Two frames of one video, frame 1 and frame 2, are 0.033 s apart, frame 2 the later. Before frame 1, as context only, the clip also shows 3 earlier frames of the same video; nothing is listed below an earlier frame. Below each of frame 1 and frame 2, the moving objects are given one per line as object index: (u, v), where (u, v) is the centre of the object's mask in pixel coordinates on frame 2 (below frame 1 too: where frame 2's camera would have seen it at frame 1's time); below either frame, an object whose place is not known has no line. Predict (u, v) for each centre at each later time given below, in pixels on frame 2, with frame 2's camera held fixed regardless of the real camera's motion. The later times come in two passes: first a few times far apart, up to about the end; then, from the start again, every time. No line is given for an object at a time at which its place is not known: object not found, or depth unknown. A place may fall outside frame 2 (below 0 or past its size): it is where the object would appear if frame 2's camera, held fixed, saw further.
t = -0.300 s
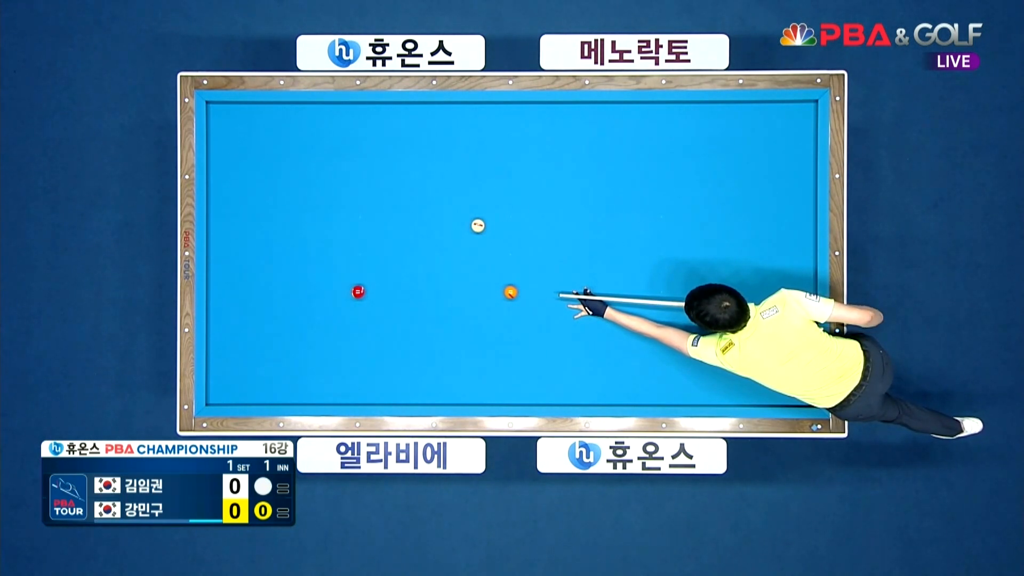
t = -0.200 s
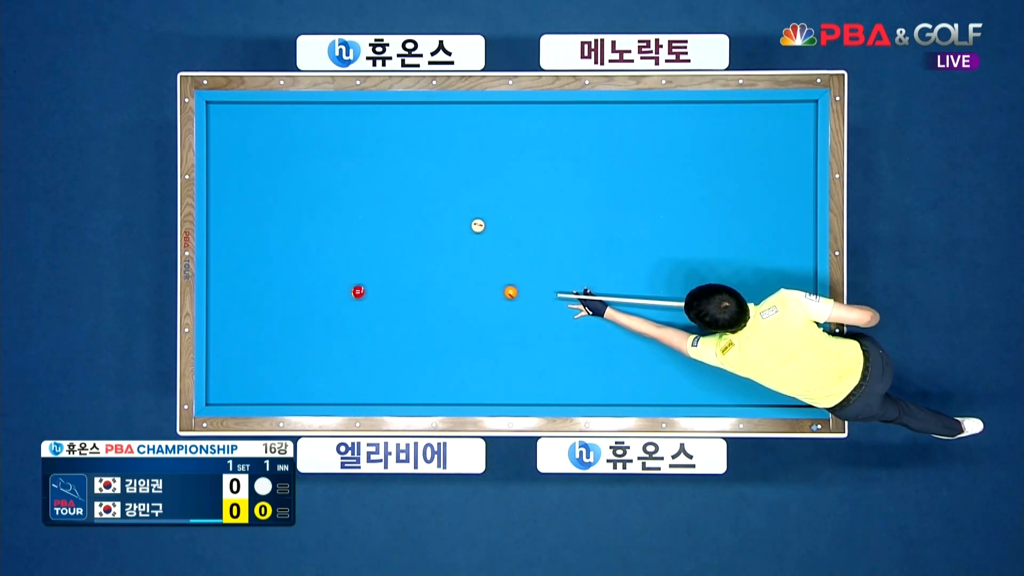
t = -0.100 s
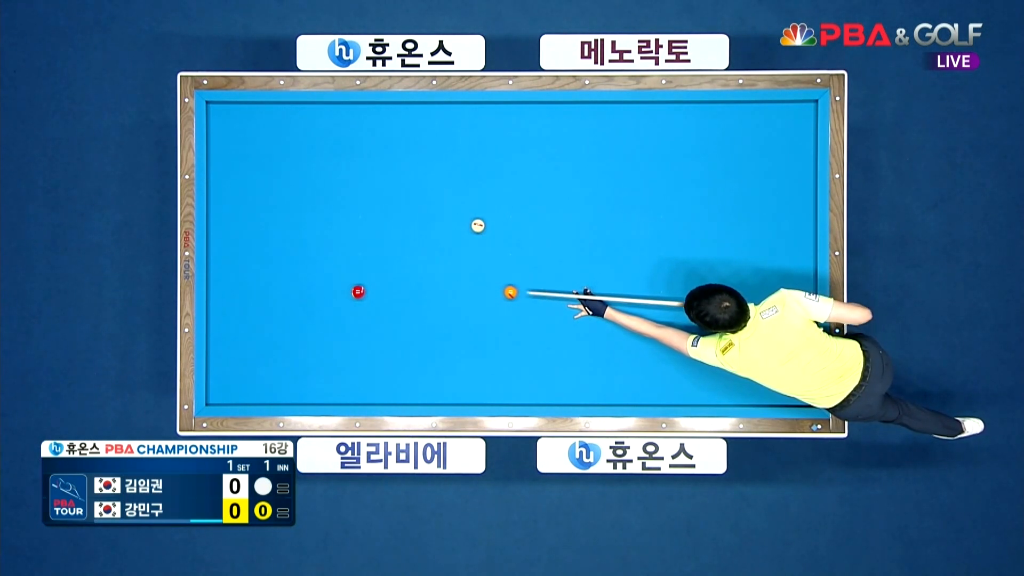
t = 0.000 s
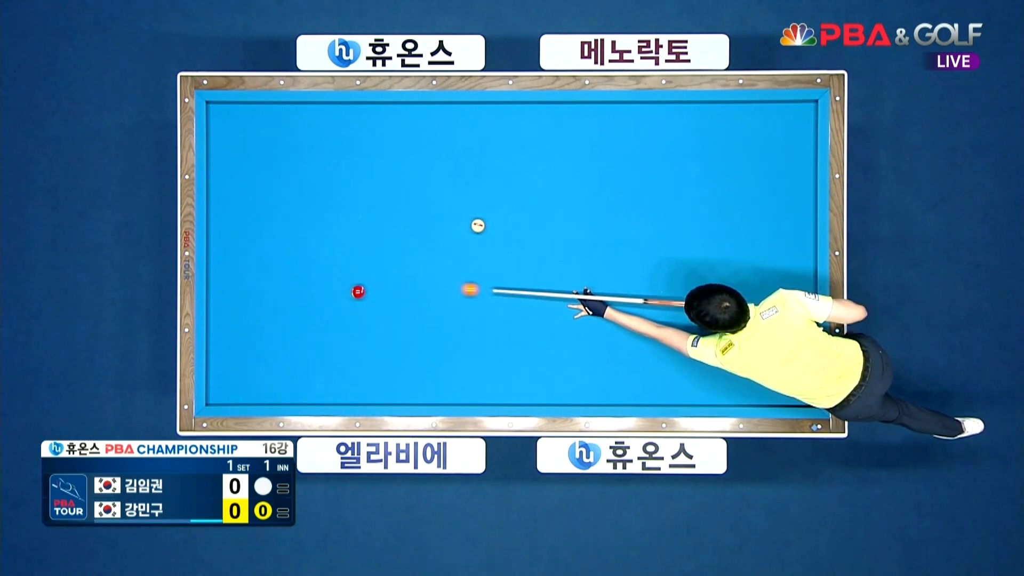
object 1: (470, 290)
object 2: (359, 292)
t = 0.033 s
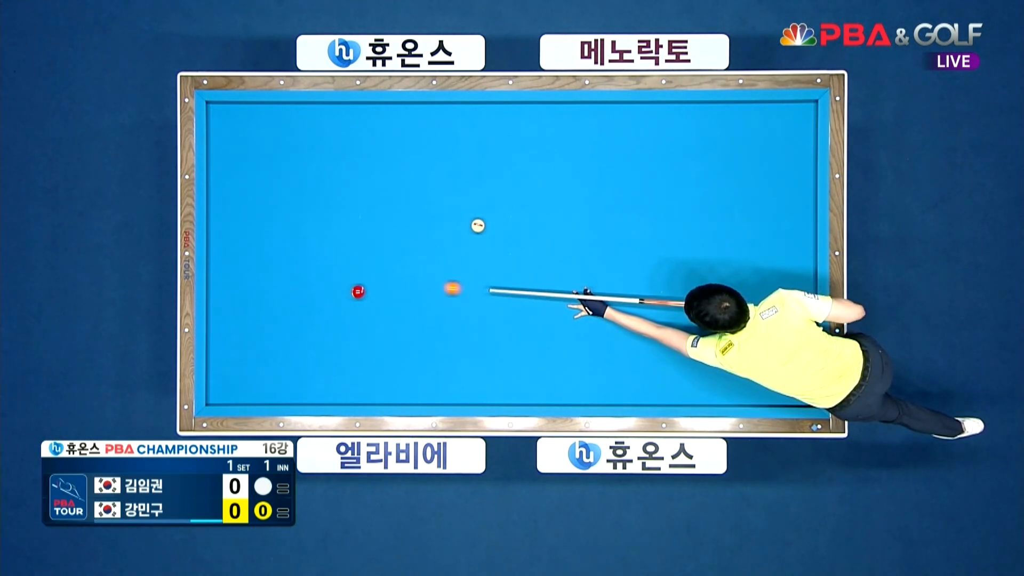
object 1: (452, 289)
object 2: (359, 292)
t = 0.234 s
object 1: (356, 273)
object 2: (350, 300)
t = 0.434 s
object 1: (293, 226)
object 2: (310, 339)
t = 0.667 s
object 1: (213, 179)
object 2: (273, 375)
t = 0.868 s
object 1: (265, 147)
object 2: (243, 395)
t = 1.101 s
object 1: (314, 110)
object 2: (217, 374)
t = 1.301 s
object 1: (350, 129)
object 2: (224, 356)
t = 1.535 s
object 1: (391, 150)
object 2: (239, 336)
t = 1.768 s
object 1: (432, 171)
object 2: (253, 316)
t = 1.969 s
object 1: (467, 188)
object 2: (265, 299)
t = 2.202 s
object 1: (506, 208)
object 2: (279, 280)
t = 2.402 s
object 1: (540, 225)
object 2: (291, 264)
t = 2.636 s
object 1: (579, 245)
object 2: (303, 245)
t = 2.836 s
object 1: (612, 261)
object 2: (314, 230)
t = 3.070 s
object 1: (650, 280)
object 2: (326, 212)
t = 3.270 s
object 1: (682, 297)
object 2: (336, 198)
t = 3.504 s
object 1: (720, 315)
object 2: (347, 181)
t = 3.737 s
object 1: (756, 334)
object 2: (358, 165)
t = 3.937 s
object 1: (788, 350)
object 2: (367, 151)
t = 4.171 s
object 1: (801, 370)
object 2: (378, 136)
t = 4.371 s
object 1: (784, 388)
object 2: (386, 123)
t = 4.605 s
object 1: (764, 395)
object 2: (396, 108)
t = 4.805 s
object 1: (747, 384)
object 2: (403, 115)
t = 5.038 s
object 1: (729, 372)
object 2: (411, 124)
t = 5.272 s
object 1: (710, 361)
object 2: (418, 132)
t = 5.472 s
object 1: (695, 351)
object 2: (425, 137)
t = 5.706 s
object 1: (678, 340)
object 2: (431, 144)
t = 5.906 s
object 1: (664, 331)
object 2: (437, 150)
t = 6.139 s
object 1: (647, 321)
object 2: (443, 156)
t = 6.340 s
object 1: (634, 312)
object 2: (448, 161)
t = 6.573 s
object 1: (619, 302)
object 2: (453, 166)
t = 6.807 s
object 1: (603, 293)
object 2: (458, 171)
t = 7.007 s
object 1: (591, 285)
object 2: (462, 175)
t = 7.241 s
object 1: (577, 276)
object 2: (466, 179)
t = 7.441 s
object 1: (565, 269)
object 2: (470, 183)
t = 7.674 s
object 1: (552, 261)
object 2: (473, 186)
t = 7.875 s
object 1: (541, 254)
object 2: (476, 189)
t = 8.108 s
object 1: (529, 246)
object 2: (479, 191)
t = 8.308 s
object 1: (518, 240)
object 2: (481, 193)
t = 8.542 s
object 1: (507, 233)
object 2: (484, 195)
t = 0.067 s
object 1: (435, 287)
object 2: (359, 292)
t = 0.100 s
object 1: (417, 286)
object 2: (359, 292)
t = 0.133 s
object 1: (400, 285)
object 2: (359, 292)
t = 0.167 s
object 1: (383, 284)
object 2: (359, 292)
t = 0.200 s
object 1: (367, 282)
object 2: (357, 293)
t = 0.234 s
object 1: (356, 273)
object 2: (350, 300)
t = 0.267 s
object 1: (346, 265)
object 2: (343, 307)
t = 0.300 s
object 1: (336, 257)
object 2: (336, 314)
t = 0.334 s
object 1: (326, 249)
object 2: (329, 320)
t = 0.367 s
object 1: (315, 241)
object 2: (322, 327)
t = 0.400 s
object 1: (305, 234)
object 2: (316, 333)
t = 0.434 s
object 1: (293, 226)
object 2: (310, 339)
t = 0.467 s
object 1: (282, 220)
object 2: (305, 344)
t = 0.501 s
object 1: (271, 213)
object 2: (299, 349)
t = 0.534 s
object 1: (259, 206)
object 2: (294, 355)
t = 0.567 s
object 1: (247, 199)
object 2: (289, 360)
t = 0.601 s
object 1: (236, 193)
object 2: (284, 365)
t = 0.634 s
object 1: (225, 186)
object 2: (278, 370)
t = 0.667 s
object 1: (213, 179)
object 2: (273, 375)
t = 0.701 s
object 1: (220, 174)
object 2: (268, 380)
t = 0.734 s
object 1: (230, 168)
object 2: (262, 385)
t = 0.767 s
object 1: (239, 163)
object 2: (257, 390)
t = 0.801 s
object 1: (248, 158)
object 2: (252, 395)
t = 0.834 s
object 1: (257, 153)
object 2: (247, 399)
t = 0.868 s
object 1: (265, 147)
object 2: (243, 395)
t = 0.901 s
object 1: (273, 142)
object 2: (239, 391)
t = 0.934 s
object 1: (280, 136)
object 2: (236, 388)
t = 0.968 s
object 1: (288, 131)
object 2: (232, 385)
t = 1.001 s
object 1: (294, 126)
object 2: (228, 382)
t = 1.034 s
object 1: (300, 120)
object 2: (224, 379)
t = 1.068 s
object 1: (307, 115)
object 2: (221, 377)
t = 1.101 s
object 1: (314, 110)
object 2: (217, 374)
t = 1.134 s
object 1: (320, 110)
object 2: (213, 371)
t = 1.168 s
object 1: (326, 115)
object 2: (214, 369)
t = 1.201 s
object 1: (332, 119)
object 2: (217, 365)
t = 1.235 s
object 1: (338, 122)
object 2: (220, 362)
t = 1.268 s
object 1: (344, 126)
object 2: (222, 359)
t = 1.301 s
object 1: (350, 129)
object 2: (224, 356)
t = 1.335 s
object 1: (355, 132)
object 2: (226, 353)
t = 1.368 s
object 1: (362, 135)
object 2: (228, 351)
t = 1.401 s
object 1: (368, 138)
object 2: (230, 348)
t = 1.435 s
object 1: (373, 141)
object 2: (232, 344)
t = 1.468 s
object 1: (379, 144)
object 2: (234, 342)
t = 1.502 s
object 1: (385, 147)
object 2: (237, 339)
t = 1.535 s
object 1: (391, 150)
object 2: (239, 336)
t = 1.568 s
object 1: (397, 153)
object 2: (241, 333)
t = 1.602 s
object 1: (403, 156)
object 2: (243, 330)
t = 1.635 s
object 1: (409, 159)
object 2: (245, 327)
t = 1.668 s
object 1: (415, 162)
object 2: (247, 324)
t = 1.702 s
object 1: (420, 165)
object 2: (249, 322)
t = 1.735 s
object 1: (426, 168)
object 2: (251, 319)
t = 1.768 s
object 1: (432, 171)
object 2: (253, 316)
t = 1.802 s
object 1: (438, 174)
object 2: (255, 313)
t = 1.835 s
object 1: (444, 177)
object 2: (257, 310)
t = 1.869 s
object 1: (449, 179)
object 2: (259, 307)
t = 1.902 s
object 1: (455, 182)
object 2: (261, 304)
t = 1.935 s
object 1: (461, 185)
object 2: (263, 302)
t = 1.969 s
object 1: (467, 188)
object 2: (265, 299)
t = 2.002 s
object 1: (472, 191)
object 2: (267, 296)
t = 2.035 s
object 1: (478, 194)
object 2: (269, 293)
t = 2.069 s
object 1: (483, 197)
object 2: (271, 291)
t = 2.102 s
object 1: (489, 200)
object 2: (273, 288)
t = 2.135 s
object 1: (495, 203)
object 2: (275, 285)
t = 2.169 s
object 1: (501, 205)
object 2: (277, 283)
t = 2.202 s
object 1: (506, 208)
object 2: (279, 280)
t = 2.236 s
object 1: (512, 211)
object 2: (281, 277)
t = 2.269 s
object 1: (518, 214)
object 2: (283, 274)
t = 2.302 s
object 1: (523, 217)
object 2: (285, 272)
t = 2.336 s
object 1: (529, 219)
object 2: (287, 269)
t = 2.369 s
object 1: (535, 222)
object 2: (289, 266)
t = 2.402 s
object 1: (540, 225)
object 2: (291, 264)
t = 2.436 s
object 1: (546, 228)
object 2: (292, 261)
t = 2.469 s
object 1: (551, 231)
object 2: (294, 259)
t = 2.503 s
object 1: (557, 233)
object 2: (296, 256)
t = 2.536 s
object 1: (563, 236)
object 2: (298, 253)
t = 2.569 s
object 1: (568, 239)
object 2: (300, 250)
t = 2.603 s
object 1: (574, 242)
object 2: (301, 248)
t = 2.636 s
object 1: (579, 245)
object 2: (303, 245)
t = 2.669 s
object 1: (585, 247)
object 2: (305, 243)
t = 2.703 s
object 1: (591, 250)
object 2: (307, 240)
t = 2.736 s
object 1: (596, 253)
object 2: (308, 238)
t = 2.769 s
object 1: (601, 256)
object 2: (310, 235)
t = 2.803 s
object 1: (607, 259)
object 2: (312, 233)
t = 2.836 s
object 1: (612, 261)
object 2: (314, 230)
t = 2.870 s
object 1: (618, 264)
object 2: (316, 227)
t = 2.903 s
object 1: (623, 267)
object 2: (317, 225)
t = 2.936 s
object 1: (629, 270)
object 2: (319, 222)
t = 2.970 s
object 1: (634, 272)
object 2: (321, 220)
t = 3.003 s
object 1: (640, 275)
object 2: (322, 217)
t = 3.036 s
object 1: (645, 278)
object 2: (324, 215)
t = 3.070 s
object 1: (650, 280)
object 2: (326, 212)
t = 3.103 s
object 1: (656, 283)
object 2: (327, 210)
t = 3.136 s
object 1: (661, 286)
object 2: (329, 207)
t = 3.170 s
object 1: (667, 289)
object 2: (331, 205)
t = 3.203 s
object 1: (672, 291)
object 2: (333, 203)
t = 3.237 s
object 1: (677, 294)
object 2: (334, 200)
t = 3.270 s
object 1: (682, 297)
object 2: (336, 198)
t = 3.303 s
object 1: (688, 299)
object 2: (337, 196)
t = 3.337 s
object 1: (693, 302)
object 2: (339, 193)
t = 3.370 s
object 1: (698, 305)
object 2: (341, 191)
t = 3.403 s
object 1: (704, 307)
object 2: (343, 188)
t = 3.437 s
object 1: (709, 310)
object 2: (344, 186)
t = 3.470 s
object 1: (714, 313)
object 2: (346, 183)
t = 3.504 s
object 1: (720, 315)
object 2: (347, 181)
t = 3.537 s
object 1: (725, 318)
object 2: (349, 178)
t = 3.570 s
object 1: (730, 321)
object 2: (350, 176)
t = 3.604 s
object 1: (736, 324)
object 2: (352, 174)
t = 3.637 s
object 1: (741, 326)
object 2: (353, 171)
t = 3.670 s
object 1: (746, 329)
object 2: (355, 169)
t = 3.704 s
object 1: (751, 331)
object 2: (356, 167)
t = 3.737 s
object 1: (756, 334)
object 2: (358, 165)
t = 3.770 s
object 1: (762, 337)
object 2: (360, 162)
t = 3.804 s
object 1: (767, 339)
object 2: (361, 160)
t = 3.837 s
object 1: (773, 342)
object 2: (363, 158)
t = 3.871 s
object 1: (777, 345)
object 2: (364, 156)
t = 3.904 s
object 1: (783, 347)
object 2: (366, 153)
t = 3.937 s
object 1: (788, 350)
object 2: (367, 151)
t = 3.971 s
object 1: (793, 353)
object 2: (369, 149)
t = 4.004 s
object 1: (798, 355)
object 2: (370, 147)
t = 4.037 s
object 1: (803, 358)
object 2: (372, 145)
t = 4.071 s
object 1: (809, 360)
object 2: (373, 142)
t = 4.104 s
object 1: (809, 363)
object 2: (374, 140)
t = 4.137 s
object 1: (805, 366)
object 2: (376, 138)
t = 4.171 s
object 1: (801, 370)
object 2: (378, 136)
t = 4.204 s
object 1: (798, 373)
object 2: (379, 134)
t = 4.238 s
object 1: (795, 376)
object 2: (380, 131)
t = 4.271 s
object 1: (792, 379)
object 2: (382, 129)
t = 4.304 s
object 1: (789, 382)
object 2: (383, 127)
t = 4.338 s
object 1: (786, 385)
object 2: (385, 125)
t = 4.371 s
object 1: (784, 388)
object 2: (386, 123)
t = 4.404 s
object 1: (781, 391)
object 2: (387, 121)
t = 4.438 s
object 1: (778, 395)
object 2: (389, 118)
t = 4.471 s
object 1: (775, 398)
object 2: (390, 117)
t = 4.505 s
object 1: (773, 400)
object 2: (392, 114)
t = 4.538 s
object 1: (770, 399)
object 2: (393, 112)
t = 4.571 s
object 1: (767, 397)
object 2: (395, 110)
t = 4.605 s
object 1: (764, 395)
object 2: (396, 108)
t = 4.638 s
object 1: (761, 394)
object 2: (397, 109)
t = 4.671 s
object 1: (758, 391)
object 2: (398, 111)
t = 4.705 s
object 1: (756, 389)
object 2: (399, 112)
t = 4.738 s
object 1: (753, 388)
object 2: (401, 113)
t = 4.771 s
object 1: (750, 386)
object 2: (402, 114)
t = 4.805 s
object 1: (747, 384)
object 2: (403, 115)
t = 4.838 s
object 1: (745, 382)
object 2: (404, 117)
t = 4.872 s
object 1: (742, 381)
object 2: (405, 118)
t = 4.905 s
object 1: (739, 379)
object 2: (406, 119)
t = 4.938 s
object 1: (737, 377)
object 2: (408, 120)
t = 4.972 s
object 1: (734, 376)
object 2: (409, 121)
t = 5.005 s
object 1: (731, 374)
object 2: (410, 123)
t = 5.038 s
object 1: (729, 372)
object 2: (411, 124)
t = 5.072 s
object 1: (726, 370)
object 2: (412, 125)
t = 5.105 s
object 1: (723, 369)
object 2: (413, 126)
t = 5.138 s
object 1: (721, 367)
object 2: (414, 127)
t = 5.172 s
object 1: (718, 366)
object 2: (415, 128)
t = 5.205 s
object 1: (716, 364)
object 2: (416, 129)
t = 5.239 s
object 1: (713, 362)
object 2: (417, 130)
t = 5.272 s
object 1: (710, 361)
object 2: (418, 132)
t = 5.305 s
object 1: (708, 359)
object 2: (420, 132)
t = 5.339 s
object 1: (705, 357)
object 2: (421, 134)
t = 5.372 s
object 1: (703, 356)
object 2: (422, 135)
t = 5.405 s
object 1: (700, 354)
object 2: (423, 136)
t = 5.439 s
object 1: (698, 353)
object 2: (424, 136)
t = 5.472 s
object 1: (695, 351)
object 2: (425, 137)
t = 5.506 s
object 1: (693, 349)
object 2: (426, 139)
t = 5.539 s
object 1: (690, 348)
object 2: (427, 140)
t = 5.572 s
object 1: (688, 346)
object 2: (428, 140)
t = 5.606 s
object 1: (685, 345)
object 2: (428, 141)
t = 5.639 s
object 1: (683, 343)
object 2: (429, 142)
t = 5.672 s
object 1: (680, 341)
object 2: (430, 143)
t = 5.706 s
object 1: (678, 340)
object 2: (431, 144)
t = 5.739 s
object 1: (676, 338)
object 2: (432, 145)
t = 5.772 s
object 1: (673, 337)
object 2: (433, 146)
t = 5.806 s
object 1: (671, 335)
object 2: (434, 147)
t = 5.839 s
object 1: (668, 334)
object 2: (435, 148)
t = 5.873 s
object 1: (666, 332)
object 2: (436, 149)
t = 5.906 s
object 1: (664, 331)
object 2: (437, 150)
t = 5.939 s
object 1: (661, 330)
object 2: (438, 151)
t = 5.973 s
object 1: (659, 328)
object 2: (439, 151)
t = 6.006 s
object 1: (657, 326)
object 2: (440, 152)
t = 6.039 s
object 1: (654, 325)
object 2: (441, 153)
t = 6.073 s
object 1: (652, 323)
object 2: (442, 154)
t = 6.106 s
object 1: (650, 322)
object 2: (442, 155)
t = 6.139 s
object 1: (647, 321)
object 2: (443, 156)
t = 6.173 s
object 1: (645, 319)
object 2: (444, 157)
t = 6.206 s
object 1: (643, 318)
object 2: (445, 158)
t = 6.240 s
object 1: (641, 316)
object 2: (446, 158)
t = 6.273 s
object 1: (638, 315)
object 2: (446, 159)
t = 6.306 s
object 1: (636, 314)
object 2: (447, 160)
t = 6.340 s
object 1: (634, 312)
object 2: (448, 161)
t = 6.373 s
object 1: (632, 311)
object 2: (449, 162)
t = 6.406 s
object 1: (629, 309)
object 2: (449, 162)
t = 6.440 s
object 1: (627, 308)
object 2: (450, 163)
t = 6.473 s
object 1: (625, 307)
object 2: (451, 164)
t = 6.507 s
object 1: (623, 305)
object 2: (452, 164)
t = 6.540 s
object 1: (621, 304)
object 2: (452, 165)
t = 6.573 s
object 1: (619, 302)
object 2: (453, 166)
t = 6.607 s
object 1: (616, 301)
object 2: (454, 167)
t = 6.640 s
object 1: (614, 300)
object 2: (455, 167)
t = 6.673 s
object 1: (612, 298)
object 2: (456, 168)
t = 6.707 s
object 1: (610, 297)
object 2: (456, 169)
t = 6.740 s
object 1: (608, 295)
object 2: (457, 170)
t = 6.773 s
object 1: (605, 294)
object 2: (458, 170)
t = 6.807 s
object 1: (603, 293)
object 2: (458, 171)
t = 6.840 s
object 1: (601, 291)
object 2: (459, 172)
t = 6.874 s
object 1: (599, 290)
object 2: (460, 172)
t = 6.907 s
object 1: (597, 289)
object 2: (460, 173)
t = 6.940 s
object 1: (595, 288)
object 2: (461, 174)
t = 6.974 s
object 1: (593, 286)
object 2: (462, 174)
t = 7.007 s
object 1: (591, 285)
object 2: (462, 175)
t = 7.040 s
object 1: (589, 284)
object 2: (463, 175)
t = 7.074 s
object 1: (587, 283)
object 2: (463, 176)
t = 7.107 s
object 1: (585, 281)
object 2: (464, 177)
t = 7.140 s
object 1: (583, 280)
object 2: (465, 177)
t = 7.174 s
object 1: (581, 279)
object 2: (465, 178)
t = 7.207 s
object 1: (579, 277)
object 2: (466, 178)
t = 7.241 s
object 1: (577, 276)
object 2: (466, 179)
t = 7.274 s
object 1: (575, 275)
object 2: (467, 179)
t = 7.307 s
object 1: (573, 274)
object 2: (468, 180)
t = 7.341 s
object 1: (571, 273)
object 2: (468, 181)
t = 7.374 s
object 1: (569, 271)
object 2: (469, 181)
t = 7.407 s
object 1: (567, 270)
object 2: (469, 182)
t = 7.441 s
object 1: (565, 269)
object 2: (470, 183)
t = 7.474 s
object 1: (563, 268)
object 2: (470, 183)
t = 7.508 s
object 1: (561, 266)
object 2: (471, 184)
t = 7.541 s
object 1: (560, 265)
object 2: (471, 184)
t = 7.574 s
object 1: (558, 264)
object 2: (472, 185)
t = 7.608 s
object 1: (556, 263)
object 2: (473, 185)
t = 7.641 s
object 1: (554, 262)
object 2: (473, 186)
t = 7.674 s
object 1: (552, 261)
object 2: (473, 186)
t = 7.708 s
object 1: (550, 260)
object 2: (474, 187)
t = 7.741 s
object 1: (548, 258)
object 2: (474, 187)
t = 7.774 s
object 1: (547, 257)
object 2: (475, 188)
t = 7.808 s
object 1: (544, 256)
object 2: (476, 188)
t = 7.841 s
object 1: (543, 255)
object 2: (476, 188)
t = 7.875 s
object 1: (541, 254)
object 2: (476, 189)
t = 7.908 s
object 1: (539, 253)
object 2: (477, 189)
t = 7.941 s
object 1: (538, 252)
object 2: (477, 190)
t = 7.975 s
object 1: (536, 250)
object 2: (478, 190)
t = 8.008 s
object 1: (534, 249)
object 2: (478, 190)
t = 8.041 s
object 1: (532, 248)
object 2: (478, 191)
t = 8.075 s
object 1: (531, 247)
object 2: (479, 191)
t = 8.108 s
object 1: (529, 246)
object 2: (479, 191)
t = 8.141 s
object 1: (527, 245)
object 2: (480, 192)
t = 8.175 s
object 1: (525, 244)
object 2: (480, 192)
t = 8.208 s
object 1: (524, 243)
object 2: (480, 192)
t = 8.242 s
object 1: (522, 242)
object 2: (481, 193)
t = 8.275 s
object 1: (520, 241)
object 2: (481, 193)
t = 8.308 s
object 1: (518, 240)
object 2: (481, 193)
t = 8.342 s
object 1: (517, 239)
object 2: (482, 194)
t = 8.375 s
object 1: (515, 238)
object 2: (482, 194)
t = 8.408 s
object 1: (514, 237)
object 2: (483, 194)
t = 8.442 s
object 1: (512, 236)
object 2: (483, 195)
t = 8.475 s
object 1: (510, 234)
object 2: (483, 195)
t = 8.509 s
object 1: (509, 233)
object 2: (483, 195)
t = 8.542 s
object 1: (507, 233)
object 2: (484, 195)
